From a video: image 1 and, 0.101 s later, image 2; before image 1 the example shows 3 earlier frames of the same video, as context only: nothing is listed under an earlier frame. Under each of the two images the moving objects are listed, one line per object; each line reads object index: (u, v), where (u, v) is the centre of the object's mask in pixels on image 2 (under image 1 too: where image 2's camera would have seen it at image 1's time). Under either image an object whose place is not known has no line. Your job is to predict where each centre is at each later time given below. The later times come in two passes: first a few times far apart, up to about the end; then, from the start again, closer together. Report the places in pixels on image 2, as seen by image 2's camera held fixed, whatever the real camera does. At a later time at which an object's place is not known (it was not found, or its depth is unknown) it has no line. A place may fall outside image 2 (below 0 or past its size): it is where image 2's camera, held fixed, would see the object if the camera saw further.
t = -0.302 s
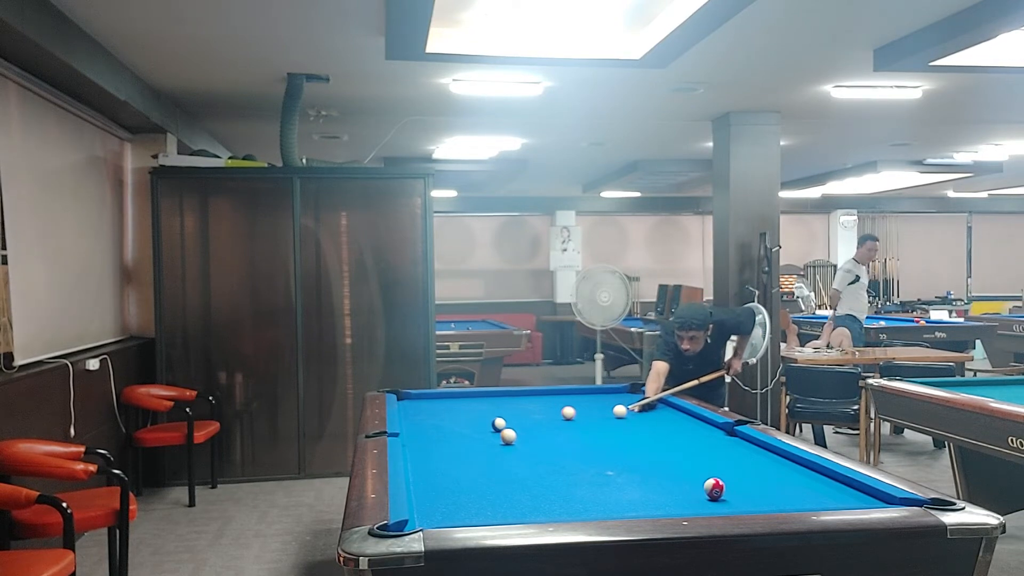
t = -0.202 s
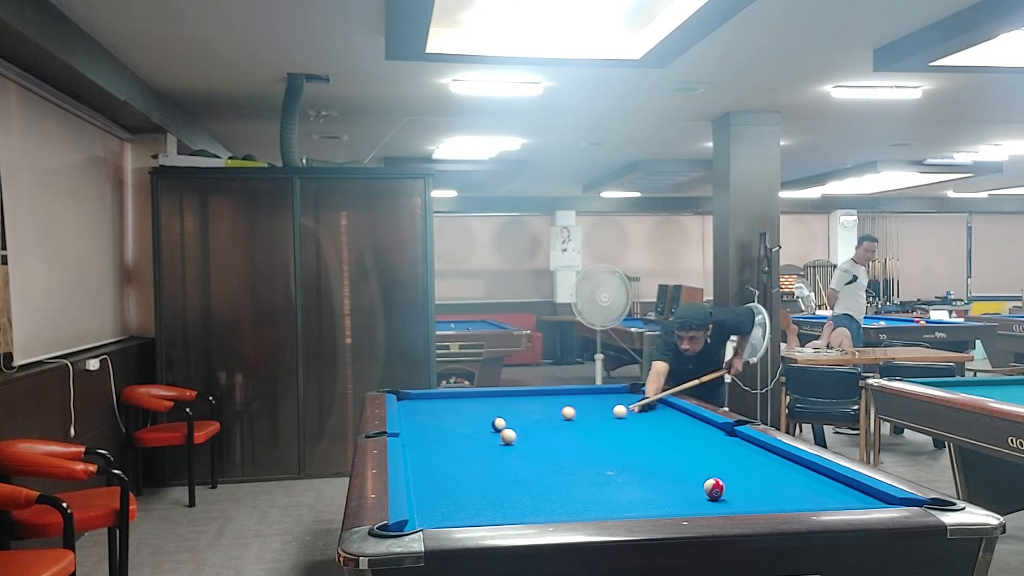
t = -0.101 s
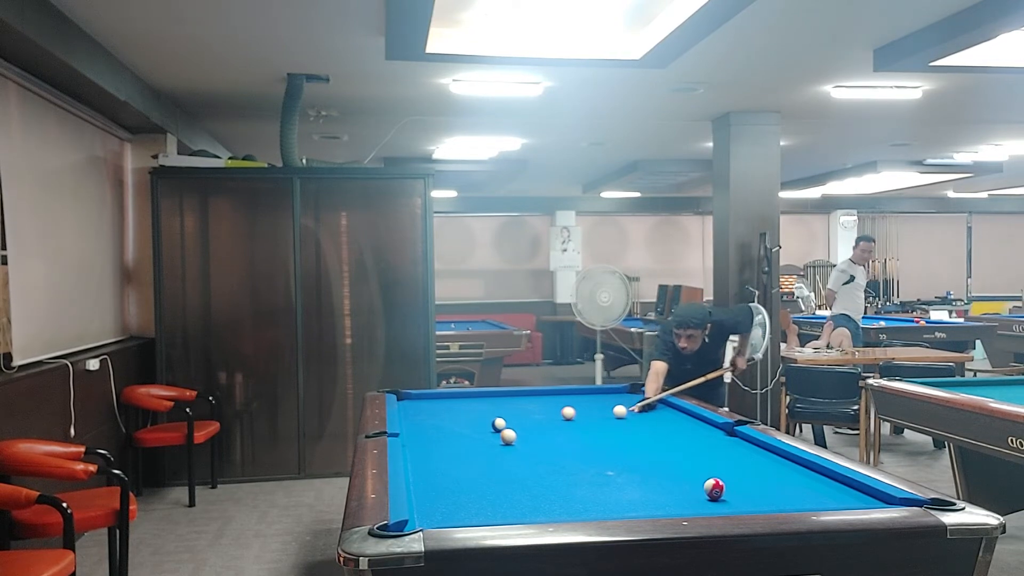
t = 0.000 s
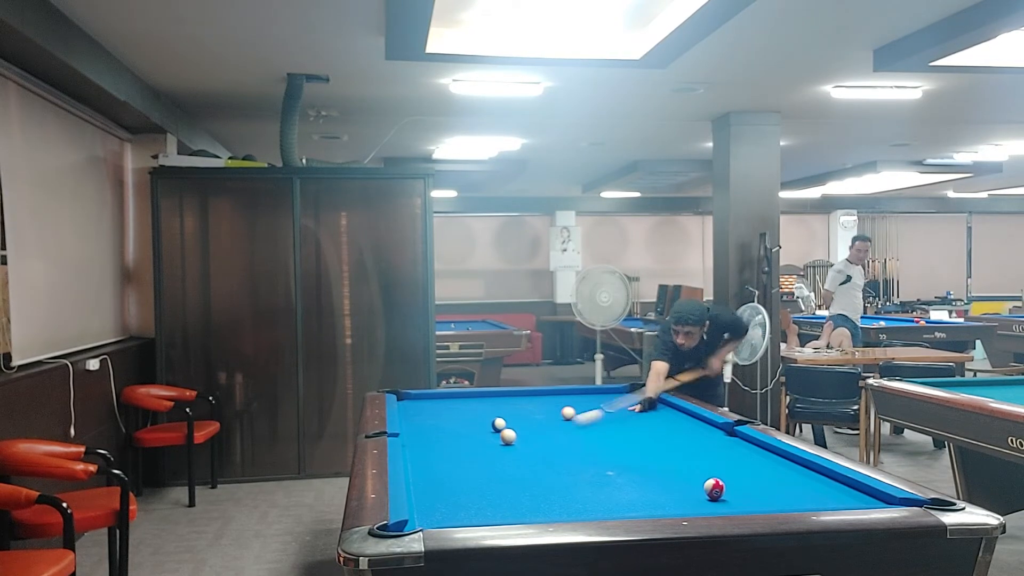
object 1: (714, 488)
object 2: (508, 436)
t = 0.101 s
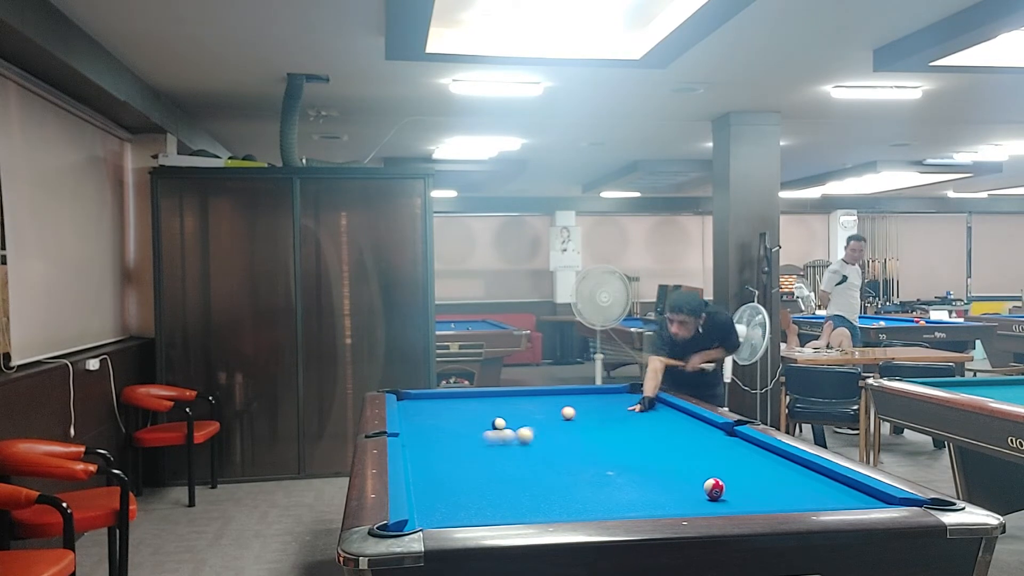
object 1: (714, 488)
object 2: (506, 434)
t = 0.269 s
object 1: (714, 488)
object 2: (457, 443)
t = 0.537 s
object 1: (714, 488)
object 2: (611, 445)
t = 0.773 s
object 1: (714, 488)
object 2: (735, 447)
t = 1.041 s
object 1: (737, 486)
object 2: (706, 451)
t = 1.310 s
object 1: (778, 482)
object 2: (639, 454)
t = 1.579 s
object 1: (817, 479)
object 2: (572, 456)
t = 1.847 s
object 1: (822, 477)
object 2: (504, 460)
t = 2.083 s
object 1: (801, 477)
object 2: (443, 463)
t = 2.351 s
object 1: (778, 477)
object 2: (434, 464)
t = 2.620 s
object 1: (756, 477)
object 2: (468, 462)
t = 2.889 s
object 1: (735, 476)
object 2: (500, 460)
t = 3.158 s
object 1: (716, 476)
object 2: (531, 459)
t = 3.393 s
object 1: (700, 476)
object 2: (557, 458)
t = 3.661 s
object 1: (682, 476)
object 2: (585, 457)
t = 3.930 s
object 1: (666, 476)
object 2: (612, 456)
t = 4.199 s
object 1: (651, 475)
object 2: (637, 455)
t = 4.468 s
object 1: (637, 475)
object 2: (661, 454)
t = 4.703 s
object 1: (625, 475)
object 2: (681, 453)
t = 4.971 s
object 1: (614, 475)
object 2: (703, 453)
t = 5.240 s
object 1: (602, 475)
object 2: (724, 452)
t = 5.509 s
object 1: (592, 474)
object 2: (743, 451)
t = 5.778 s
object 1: (583, 474)
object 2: (762, 451)
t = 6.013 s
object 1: (576, 474)
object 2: (773, 451)
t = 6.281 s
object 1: (569, 473)
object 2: (764, 451)
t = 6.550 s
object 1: (563, 473)
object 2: (756, 451)
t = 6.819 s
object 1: (558, 473)
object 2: (748, 451)
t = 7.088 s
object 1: (554, 472)
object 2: (741, 452)
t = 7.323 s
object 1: (552, 472)
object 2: (736, 452)
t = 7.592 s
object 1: (550, 472)
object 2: (731, 452)
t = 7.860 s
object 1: (549, 472)
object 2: (727, 452)
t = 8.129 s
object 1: (550, 472)
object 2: (724, 452)
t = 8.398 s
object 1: (550, 472)
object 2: (722, 452)
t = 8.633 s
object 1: (550, 472)
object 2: (720, 453)
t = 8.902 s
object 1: (550, 472)
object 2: (720, 452)
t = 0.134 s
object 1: (714, 488)
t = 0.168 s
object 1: (714, 488)
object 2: (436, 441)
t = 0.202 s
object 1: (714, 488)
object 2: (414, 444)
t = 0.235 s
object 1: (714, 488)
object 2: (434, 443)
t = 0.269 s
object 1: (714, 488)
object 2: (457, 443)
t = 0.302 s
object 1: (714, 488)
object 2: (477, 443)
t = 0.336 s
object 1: (714, 488)
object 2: (498, 444)
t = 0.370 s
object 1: (714, 488)
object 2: (518, 443)
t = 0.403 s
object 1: (714, 488)
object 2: (538, 444)
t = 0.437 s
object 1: (714, 488)
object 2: (557, 444)
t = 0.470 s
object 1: (714, 488)
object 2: (575, 444)
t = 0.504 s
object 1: (714, 488)
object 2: (594, 444)
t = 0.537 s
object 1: (714, 488)
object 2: (611, 445)
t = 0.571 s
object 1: (714, 488)
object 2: (627, 444)
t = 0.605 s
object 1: (714, 488)
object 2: (645, 445)
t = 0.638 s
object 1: (714, 488)
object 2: (663, 446)
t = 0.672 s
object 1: (714, 488)
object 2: (681, 446)
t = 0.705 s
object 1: (714, 488)
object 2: (698, 446)
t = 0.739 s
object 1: (714, 488)
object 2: (716, 446)
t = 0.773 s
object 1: (714, 488)
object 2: (735, 447)
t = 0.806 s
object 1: (714, 488)
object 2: (753, 447)
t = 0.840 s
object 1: (714, 488)
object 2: (768, 448)
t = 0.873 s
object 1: (714, 488)
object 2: (760, 448)
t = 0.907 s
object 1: (714, 488)
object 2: (748, 449)
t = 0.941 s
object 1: (715, 488)
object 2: (737, 449)
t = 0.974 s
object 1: (723, 487)
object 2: (725, 450)
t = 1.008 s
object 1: (730, 486)
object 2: (715, 450)
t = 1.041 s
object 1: (737, 486)
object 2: (706, 451)
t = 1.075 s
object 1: (742, 485)
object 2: (698, 451)
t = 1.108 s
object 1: (748, 485)
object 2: (689, 451)
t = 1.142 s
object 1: (753, 485)
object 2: (681, 452)
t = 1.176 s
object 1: (758, 484)
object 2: (672, 452)
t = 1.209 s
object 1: (763, 484)
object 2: (664, 453)
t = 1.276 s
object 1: (773, 483)
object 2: (647, 453)
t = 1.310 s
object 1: (778, 482)
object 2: (639, 454)
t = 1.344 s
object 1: (783, 482)
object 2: (630, 453)
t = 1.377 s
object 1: (788, 481)
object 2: (622, 454)
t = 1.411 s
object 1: (793, 480)
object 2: (614, 455)
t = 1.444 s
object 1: (798, 480)
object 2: (605, 455)
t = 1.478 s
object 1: (803, 480)
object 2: (597, 455)
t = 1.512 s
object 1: (807, 480)
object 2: (588, 456)
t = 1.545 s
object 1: (812, 479)
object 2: (581, 456)
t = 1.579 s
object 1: (817, 479)
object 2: (572, 456)
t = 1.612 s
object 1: (822, 478)
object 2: (563, 457)
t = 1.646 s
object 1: (826, 478)
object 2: (555, 457)
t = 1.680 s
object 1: (831, 477)
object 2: (546, 457)
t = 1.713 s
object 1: (834, 477)
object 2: (538, 458)
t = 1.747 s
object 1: (831, 477)
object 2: (529, 458)
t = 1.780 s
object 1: (828, 477)
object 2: (521, 459)
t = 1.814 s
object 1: (825, 477)
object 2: (513, 459)
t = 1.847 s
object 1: (822, 477)
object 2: (504, 460)
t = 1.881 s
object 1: (819, 477)
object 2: (496, 460)
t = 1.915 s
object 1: (816, 477)
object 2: (486, 460)
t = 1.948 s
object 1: (813, 477)
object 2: (478, 461)
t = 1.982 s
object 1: (810, 477)
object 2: (470, 461)
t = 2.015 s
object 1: (807, 477)
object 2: (461, 462)
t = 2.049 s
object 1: (804, 477)
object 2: (452, 462)
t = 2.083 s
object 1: (801, 477)
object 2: (443, 463)
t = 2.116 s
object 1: (798, 477)
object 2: (434, 463)
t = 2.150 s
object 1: (795, 477)
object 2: (426, 464)
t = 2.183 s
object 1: (792, 477)
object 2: (417, 464)
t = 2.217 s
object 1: (789, 477)
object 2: (415, 465)
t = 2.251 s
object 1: (787, 477)
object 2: (421, 464)
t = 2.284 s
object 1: (783, 477)
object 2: (425, 464)
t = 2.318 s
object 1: (781, 477)
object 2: (430, 464)
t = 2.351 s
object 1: (778, 477)
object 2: (434, 464)
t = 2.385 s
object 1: (775, 477)
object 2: (438, 464)
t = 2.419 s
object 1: (772, 477)
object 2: (443, 464)
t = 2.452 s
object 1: (770, 477)
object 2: (447, 463)
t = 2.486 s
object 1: (767, 477)
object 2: (451, 463)
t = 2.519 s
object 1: (764, 477)
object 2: (456, 463)
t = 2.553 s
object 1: (762, 477)
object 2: (460, 463)
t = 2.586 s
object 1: (759, 477)
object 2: (464, 462)
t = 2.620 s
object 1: (756, 477)
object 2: (468, 462)
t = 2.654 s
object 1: (753, 477)
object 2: (472, 462)
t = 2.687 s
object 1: (751, 477)
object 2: (476, 462)
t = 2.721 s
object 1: (748, 477)
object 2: (480, 461)
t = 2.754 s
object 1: (745, 476)
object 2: (484, 461)
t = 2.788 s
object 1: (743, 476)
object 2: (488, 461)
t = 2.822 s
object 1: (740, 476)
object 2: (492, 461)
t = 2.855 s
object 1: (738, 476)
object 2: (496, 461)
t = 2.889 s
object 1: (735, 476)
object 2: (500, 460)
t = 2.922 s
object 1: (733, 476)
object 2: (504, 460)
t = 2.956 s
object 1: (730, 476)
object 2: (508, 460)
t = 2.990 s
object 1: (728, 476)
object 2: (512, 460)
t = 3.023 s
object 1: (725, 476)
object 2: (515, 460)
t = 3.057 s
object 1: (723, 476)
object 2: (519, 460)
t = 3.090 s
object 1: (720, 476)
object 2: (523, 459)
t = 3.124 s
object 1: (718, 476)
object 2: (527, 460)
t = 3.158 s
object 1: (716, 476)
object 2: (531, 459)
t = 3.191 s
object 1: (713, 476)
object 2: (535, 459)
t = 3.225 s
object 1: (711, 476)
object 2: (539, 459)
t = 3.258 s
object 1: (709, 476)
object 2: (542, 459)
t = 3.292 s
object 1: (707, 476)
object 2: (546, 459)
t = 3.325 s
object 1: (704, 476)
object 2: (550, 458)
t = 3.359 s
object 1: (702, 476)
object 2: (553, 458)
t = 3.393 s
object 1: (700, 476)
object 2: (557, 458)
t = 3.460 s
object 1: (695, 476)
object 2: (564, 458)
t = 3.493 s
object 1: (693, 476)
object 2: (568, 458)
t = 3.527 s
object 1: (691, 476)
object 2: (571, 458)
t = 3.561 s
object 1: (689, 476)
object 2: (575, 457)
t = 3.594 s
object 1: (686, 476)
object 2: (578, 457)
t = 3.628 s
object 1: (685, 476)
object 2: (582, 457)
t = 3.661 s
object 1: (682, 476)
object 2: (585, 457)
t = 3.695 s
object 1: (680, 476)
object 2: (588, 457)
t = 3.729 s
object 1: (678, 476)
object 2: (592, 457)
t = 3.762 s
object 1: (676, 476)
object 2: (595, 457)
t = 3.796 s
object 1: (674, 476)
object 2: (599, 456)
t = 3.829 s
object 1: (672, 476)
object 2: (602, 457)
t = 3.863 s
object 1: (670, 476)
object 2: (605, 456)
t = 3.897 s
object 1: (668, 476)
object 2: (608, 456)
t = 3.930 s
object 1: (666, 476)
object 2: (612, 456)
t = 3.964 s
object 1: (664, 476)
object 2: (615, 456)
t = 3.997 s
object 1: (662, 475)
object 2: (618, 456)
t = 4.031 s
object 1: (660, 475)
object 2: (621, 456)
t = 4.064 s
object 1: (659, 475)
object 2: (624, 455)
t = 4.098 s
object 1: (657, 475)
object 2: (628, 455)
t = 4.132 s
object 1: (655, 475)
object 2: (631, 455)
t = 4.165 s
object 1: (653, 475)
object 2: (634, 455)
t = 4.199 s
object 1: (651, 475)
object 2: (637, 455)
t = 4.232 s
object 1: (649, 476)
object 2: (640, 454)
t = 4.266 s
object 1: (648, 476)
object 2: (643, 455)
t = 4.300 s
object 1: (646, 475)
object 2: (646, 454)
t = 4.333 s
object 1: (644, 476)
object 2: (649, 454)
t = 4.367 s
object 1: (642, 475)
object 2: (653, 454)
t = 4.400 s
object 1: (641, 475)
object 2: (655, 454)
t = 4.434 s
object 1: (639, 475)
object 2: (658, 454)
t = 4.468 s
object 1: (637, 475)
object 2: (661, 454)
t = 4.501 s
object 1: (635, 475)
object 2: (664, 454)
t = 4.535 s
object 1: (634, 475)
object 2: (667, 454)
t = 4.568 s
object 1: (632, 475)
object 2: (670, 454)
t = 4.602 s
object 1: (630, 475)
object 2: (673, 454)
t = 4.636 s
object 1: (629, 475)
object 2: (676, 454)
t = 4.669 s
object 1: (627, 475)
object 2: (679, 453)
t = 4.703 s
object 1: (625, 475)
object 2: (681, 453)
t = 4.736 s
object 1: (624, 475)
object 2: (684, 453)
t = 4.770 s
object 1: (622, 475)
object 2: (687, 453)
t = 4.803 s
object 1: (621, 475)
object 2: (690, 453)
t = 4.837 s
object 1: (619, 475)
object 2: (693, 453)
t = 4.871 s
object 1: (618, 475)
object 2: (695, 453)
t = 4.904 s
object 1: (616, 475)
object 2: (698, 453)
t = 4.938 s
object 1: (615, 475)
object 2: (700, 453)
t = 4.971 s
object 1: (614, 475)
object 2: (703, 453)
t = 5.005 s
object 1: (612, 475)
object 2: (705, 453)
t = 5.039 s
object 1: (611, 475)
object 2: (708, 453)
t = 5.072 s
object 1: (609, 475)
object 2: (711, 453)
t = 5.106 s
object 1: (608, 475)
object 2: (713, 452)
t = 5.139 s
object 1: (606, 475)
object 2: (716, 452)
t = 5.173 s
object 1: (605, 475)
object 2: (719, 452)
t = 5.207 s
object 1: (604, 475)
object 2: (721, 452)
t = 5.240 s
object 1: (602, 475)
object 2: (724, 452)
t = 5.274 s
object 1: (601, 475)
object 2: (726, 452)
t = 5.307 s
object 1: (600, 474)
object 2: (729, 452)
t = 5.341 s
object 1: (598, 474)
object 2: (731, 452)
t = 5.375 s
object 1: (597, 474)
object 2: (734, 451)
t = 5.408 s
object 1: (596, 474)
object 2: (736, 452)
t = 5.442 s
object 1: (595, 474)
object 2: (738, 451)
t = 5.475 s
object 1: (593, 474)
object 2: (741, 451)
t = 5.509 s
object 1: (592, 474)
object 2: (743, 451)
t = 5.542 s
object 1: (591, 474)
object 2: (745, 451)
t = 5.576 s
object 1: (590, 474)
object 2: (748, 451)
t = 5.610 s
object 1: (589, 474)
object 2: (750, 451)
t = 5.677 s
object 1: (586, 474)
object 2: (755, 451)
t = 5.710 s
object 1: (585, 474)
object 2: (757, 451)
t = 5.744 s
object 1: (584, 474)
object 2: (759, 451)
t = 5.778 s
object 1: (583, 474)
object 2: (762, 451)
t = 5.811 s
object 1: (582, 474)
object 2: (764, 451)
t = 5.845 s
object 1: (581, 474)
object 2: (766, 451)
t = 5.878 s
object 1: (580, 474)
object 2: (768, 451)
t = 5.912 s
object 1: (579, 474)
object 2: (771, 451)
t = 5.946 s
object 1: (578, 474)
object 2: (773, 451)
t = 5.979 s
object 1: (577, 474)
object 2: (774, 451)
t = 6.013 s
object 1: (576, 474)
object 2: (773, 451)
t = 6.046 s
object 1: (575, 473)
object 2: (772, 451)
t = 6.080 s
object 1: (574, 473)
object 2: (771, 450)
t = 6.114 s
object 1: (573, 473)
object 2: (770, 450)
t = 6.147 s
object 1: (573, 473)
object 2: (768, 451)
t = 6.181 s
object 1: (572, 473)
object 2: (767, 451)
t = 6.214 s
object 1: (571, 473)
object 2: (766, 451)
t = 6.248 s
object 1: (570, 473)
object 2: (765, 451)
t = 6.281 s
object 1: (569, 473)
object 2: (764, 451)
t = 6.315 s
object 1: (568, 473)
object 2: (763, 451)
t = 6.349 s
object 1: (567, 473)
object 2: (762, 451)
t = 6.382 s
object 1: (567, 473)
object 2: (761, 451)
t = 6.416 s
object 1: (566, 473)
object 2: (760, 451)
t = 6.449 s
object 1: (565, 473)
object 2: (759, 451)
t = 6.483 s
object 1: (564, 473)
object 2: (758, 451)
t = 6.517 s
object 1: (564, 473)
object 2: (757, 451)
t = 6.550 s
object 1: (563, 473)
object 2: (756, 451)
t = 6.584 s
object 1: (563, 473)
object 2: (755, 451)
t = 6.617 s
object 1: (562, 473)
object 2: (754, 451)
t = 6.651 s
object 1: (561, 473)
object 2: (753, 451)
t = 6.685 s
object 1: (561, 473)
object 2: (752, 451)
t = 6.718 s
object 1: (560, 473)
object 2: (751, 451)
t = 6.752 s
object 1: (559, 473)
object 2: (750, 451)
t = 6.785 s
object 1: (559, 473)
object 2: (749, 451)
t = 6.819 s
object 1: (558, 473)
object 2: (748, 451)
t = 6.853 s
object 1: (558, 473)
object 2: (748, 452)
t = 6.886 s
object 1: (557, 473)
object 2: (746, 452)
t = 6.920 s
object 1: (557, 473)
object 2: (746, 452)
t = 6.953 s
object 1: (556, 473)
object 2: (745, 452)
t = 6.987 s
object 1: (556, 472)
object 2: (744, 452)
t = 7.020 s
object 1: (555, 472)
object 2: (743, 451)
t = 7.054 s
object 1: (555, 472)
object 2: (742, 451)
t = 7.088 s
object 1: (554, 472)
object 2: (741, 452)
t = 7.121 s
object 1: (554, 472)
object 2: (741, 451)
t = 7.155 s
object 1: (554, 472)
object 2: (740, 451)
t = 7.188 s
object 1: (553, 472)
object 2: (739, 452)
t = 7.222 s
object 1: (553, 472)
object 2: (738, 452)
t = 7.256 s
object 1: (552, 472)
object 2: (737, 452)
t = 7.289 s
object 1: (552, 472)
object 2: (737, 451)
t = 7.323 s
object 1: (552, 472)
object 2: (736, 452)
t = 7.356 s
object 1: (551, 472)
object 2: (735, 452)
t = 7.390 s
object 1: (551, 472)
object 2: (735, 452)
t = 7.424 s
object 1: (551, 472)
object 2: (734, 452)
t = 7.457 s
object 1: (551, 472)
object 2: (734, 452)
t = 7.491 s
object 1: (551, 472)
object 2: (733, 452)
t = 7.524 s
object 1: (550, 472)
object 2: (732, 452)
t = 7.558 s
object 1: (550, 472)
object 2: (732, 452)
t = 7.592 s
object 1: (550, 472)
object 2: (731, 452)
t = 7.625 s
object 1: (550, 472)
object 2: (730, 452)
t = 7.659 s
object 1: (550, 472)
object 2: (730, 452)
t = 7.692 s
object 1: (550, 472)
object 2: (729, 452)
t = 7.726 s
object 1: (550, 472)
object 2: (729, 452)
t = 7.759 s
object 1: (550, 472)
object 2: (728, 452)
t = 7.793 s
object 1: (550, 472)
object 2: (728, 452)
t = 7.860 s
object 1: (549, 472)
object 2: (727, 452)
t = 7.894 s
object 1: (550, 472)
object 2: (726, 452)
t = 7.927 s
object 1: (550, 472)
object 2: (726, 452)
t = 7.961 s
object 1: (550, 472)
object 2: (725, 452)
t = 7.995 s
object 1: (550, 472)
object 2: (725, 452)
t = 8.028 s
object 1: (550, 472)
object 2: (725, 452)
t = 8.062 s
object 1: (550, 472)
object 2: (725, 452)
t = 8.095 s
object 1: (550, 472)
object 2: (724, 452)
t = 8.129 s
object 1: (550, 472)
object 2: (724, 452)
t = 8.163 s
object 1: (550, 472)
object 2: (723, 452)
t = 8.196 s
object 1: (550, 472)
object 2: (723, 452)
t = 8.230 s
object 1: (550, 472)
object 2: (723, 452)
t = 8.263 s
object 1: (550, 472)
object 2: (723, 452)
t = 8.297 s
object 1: (550, 472)
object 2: (723, 452)
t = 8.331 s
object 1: (550, 472)
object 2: (722, 452)
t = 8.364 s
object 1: (550, 472)
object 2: (722, 452)
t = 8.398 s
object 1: (550, 472)
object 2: (722, 452)
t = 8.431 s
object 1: (550, 472)
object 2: (721, 452)
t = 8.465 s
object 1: (550, 472)
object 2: (721, 452)
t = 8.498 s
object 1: (550, 472)
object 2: (721, 452)
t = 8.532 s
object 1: (550, 472)
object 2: (721, 452)
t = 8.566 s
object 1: (550, 472)
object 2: (721, 452)
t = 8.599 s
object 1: (550, 472)
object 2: (721, 452)
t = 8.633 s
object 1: (550, 472)
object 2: (720, 453)
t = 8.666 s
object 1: (550, 472)
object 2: (720, 453)
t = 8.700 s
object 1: (550, 472)
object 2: (720, 452)
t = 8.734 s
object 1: (550, 472)
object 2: (720, 452)
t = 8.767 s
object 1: (550, 472)
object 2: (720, 453)
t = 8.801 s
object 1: (550, 472)
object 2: (720, 453)
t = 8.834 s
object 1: (550, 472)
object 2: (720, 452)
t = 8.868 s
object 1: (550, 472)
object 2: (720, 452)
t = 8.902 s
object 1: (550, 472)
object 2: (720, 452)
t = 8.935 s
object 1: (550, 472)
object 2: (720, 452)
